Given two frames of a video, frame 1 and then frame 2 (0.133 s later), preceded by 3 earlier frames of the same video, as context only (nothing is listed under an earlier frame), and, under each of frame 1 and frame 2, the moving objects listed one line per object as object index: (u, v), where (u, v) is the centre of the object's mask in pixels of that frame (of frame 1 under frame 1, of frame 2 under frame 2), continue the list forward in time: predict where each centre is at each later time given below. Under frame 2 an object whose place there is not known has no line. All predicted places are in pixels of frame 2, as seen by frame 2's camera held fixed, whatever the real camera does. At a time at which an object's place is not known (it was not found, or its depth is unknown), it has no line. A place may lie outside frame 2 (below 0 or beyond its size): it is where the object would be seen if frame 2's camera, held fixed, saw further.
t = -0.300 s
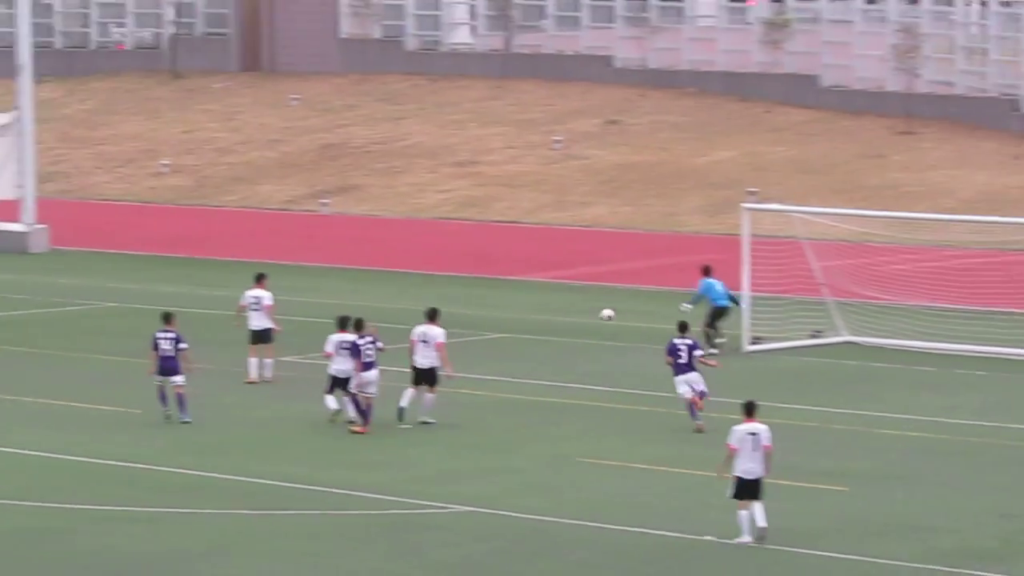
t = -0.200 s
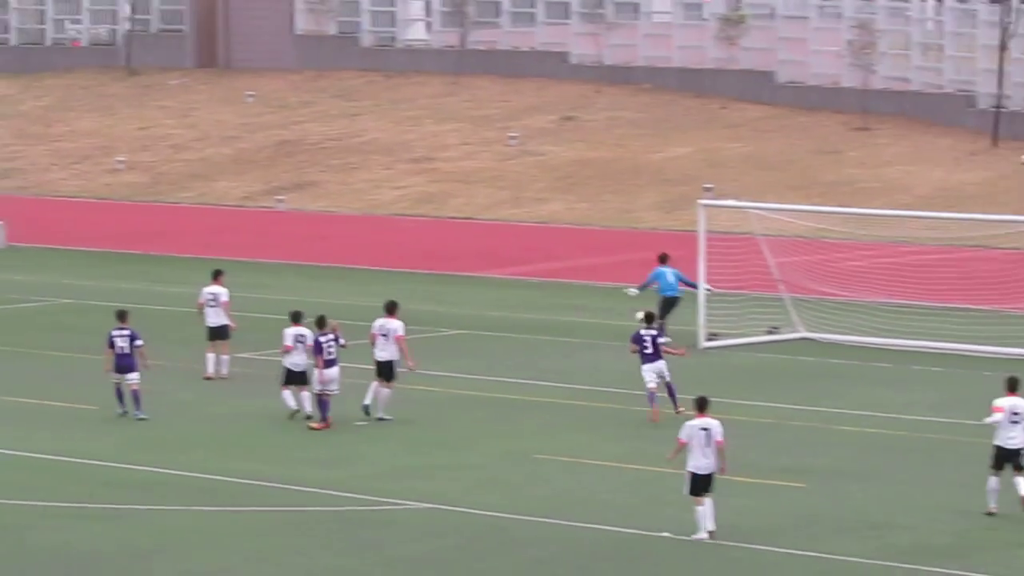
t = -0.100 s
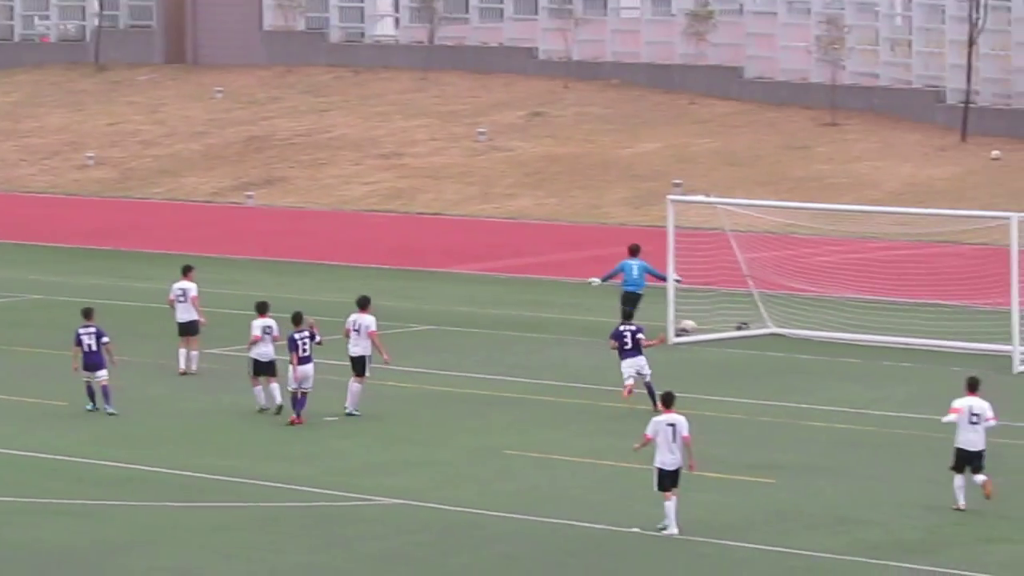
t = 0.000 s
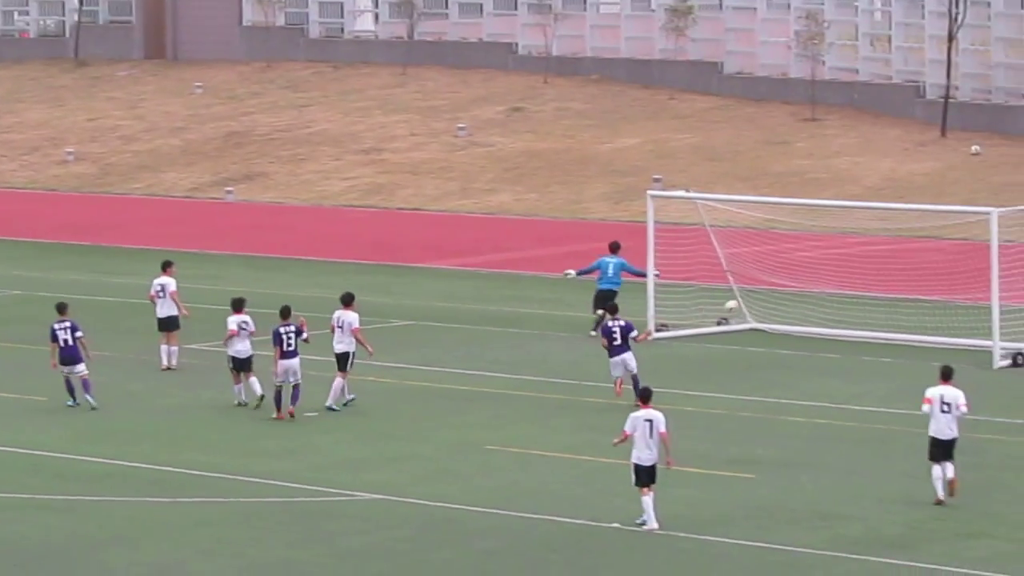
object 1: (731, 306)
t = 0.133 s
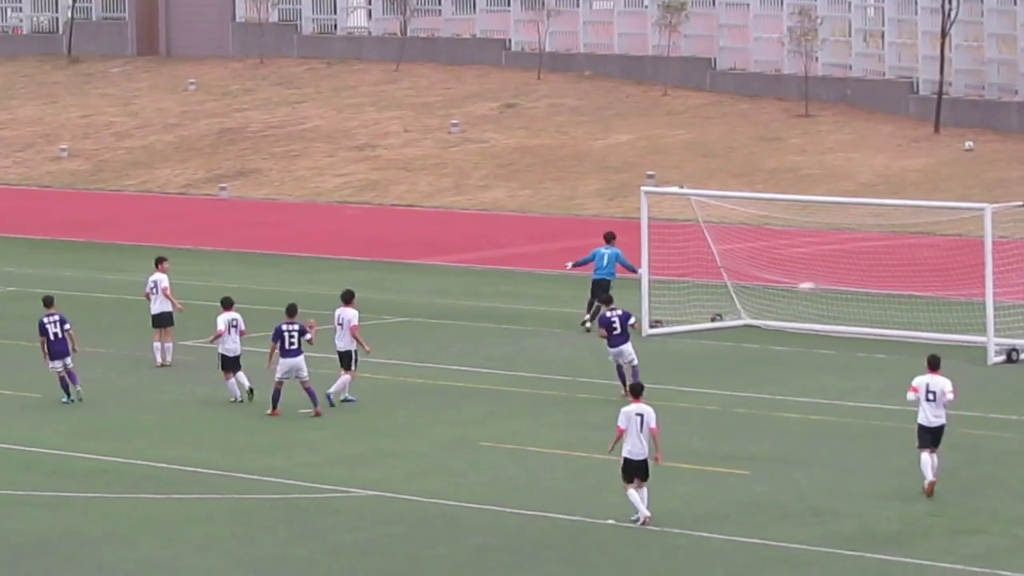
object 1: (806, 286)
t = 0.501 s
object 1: (1008, 302)
